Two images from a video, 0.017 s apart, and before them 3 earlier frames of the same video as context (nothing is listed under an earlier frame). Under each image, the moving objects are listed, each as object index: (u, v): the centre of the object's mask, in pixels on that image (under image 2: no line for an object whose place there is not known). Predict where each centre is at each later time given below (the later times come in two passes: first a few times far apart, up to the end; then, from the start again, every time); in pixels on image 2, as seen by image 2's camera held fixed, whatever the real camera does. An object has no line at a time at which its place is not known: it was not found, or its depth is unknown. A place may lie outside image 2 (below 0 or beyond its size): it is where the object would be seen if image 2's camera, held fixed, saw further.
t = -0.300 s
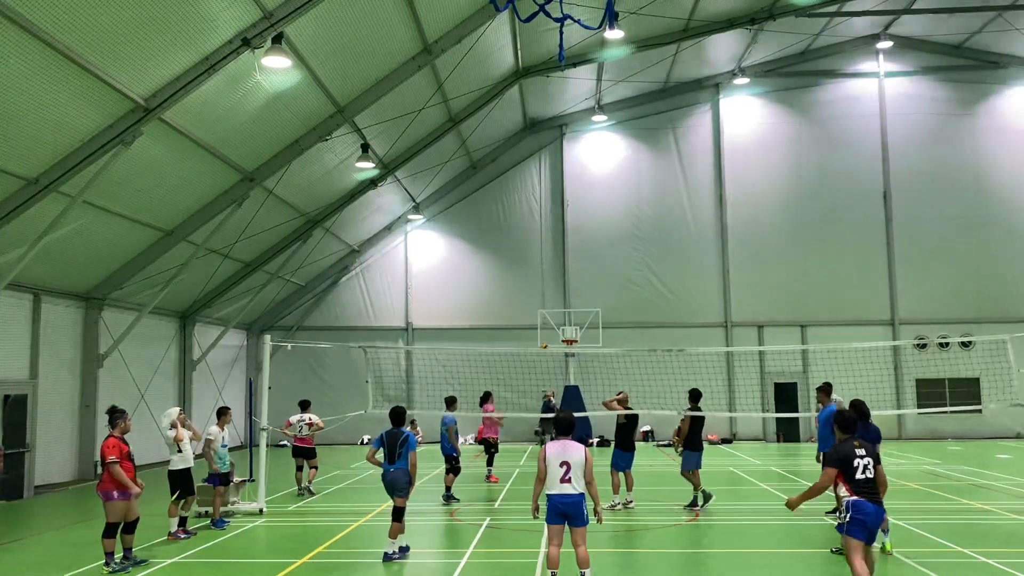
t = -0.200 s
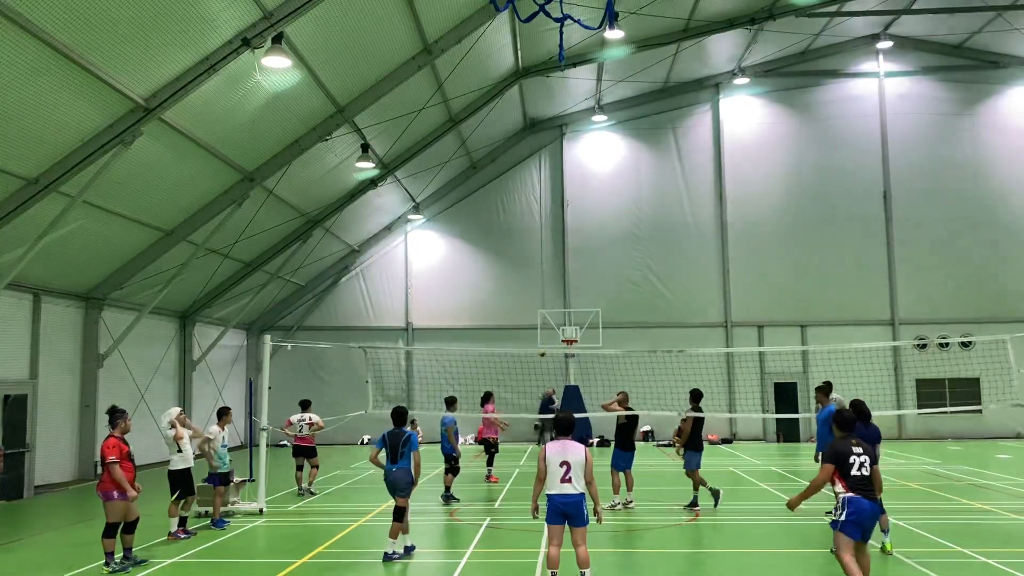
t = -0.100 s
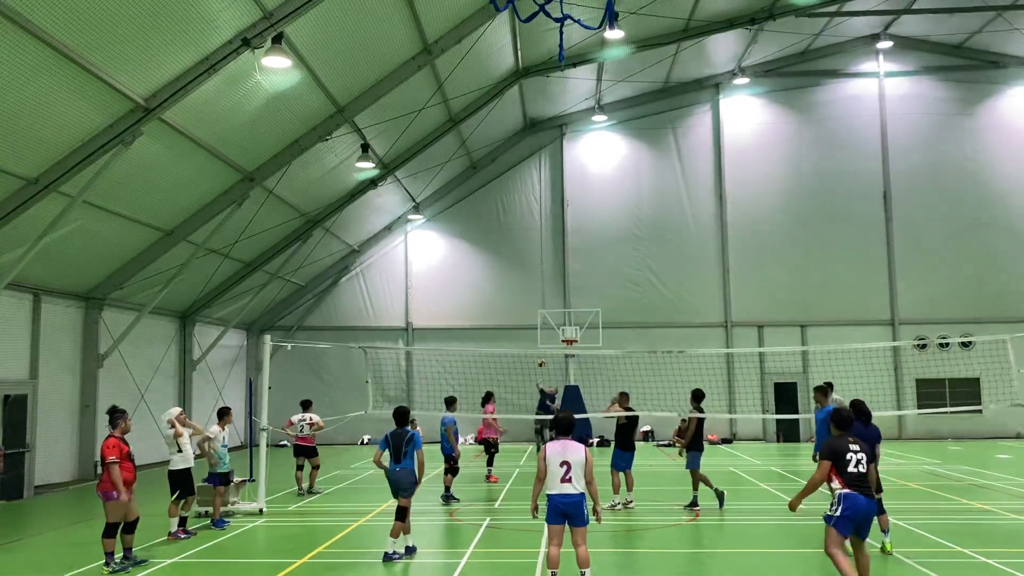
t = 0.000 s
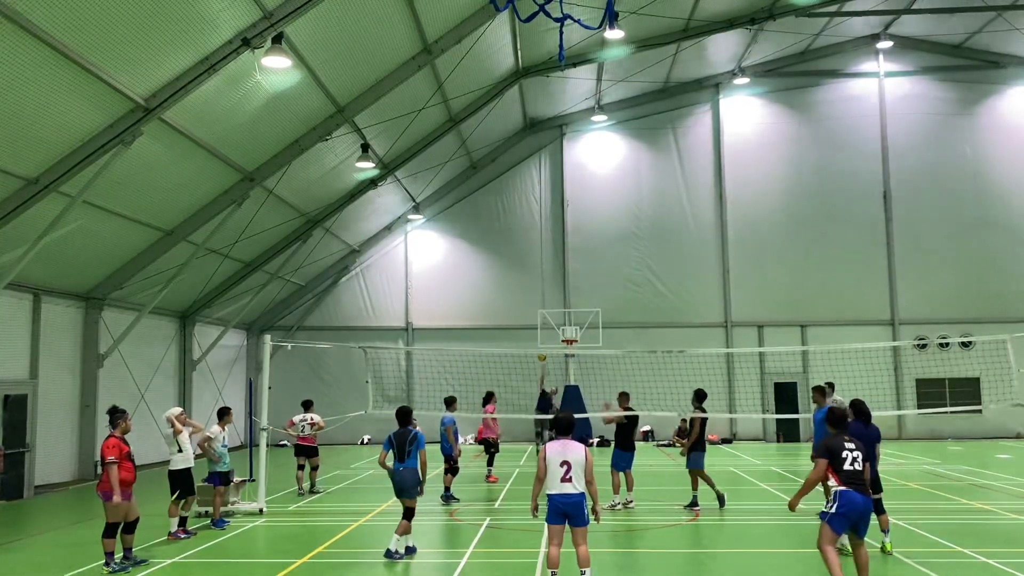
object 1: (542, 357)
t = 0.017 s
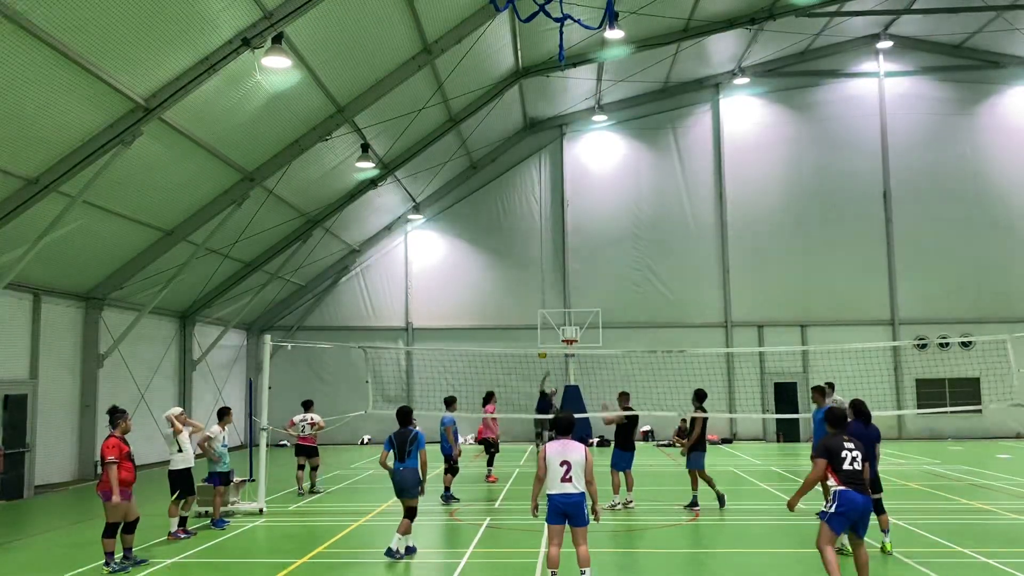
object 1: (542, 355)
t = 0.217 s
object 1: (551, 323)
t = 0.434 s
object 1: (567, 299)
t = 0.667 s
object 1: (586, 303)
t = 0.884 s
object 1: (616, 350)
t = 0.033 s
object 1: (543, 350)
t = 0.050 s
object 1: (544, 346)
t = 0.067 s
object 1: (544, 345)
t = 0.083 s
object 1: (545, 342)
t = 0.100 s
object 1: (546, 339)
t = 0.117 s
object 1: (546, 337)
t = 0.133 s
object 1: (547, 334)
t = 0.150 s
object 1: (548, 332)
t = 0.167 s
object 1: (550, 329)
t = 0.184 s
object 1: (550, 328)
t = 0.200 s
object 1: (550, 325)
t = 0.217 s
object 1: (551, 323)
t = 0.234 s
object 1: (552, 320)
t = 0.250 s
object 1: (553, 318)
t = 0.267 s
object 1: (554, 316)
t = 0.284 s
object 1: (556, 313)
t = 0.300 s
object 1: (557, 311)
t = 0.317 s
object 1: (558, 309)
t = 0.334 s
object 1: (559, 308)
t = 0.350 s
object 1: (561, 306)
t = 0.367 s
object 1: (562, 304)
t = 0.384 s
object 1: (564, 303)
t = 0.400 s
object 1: (565, 301)
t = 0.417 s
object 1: (566, 300)
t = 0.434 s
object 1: (567, 299)
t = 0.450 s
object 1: (568, 298)
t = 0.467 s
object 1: (569, 297)
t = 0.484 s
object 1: (570, 297)
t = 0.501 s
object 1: (572, 297)
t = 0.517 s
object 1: (574, 296)
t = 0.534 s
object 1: (575, 297)
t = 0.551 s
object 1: (576, 296)
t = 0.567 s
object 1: (577, 297)
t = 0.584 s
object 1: (579, 297)
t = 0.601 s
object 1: (580, 298)
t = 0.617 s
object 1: (582, 299)
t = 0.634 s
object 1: (583, 300)
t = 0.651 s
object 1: (585, 301)
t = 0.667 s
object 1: (586, 303)
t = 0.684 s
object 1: (589, 305)
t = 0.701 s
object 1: (590, 307)
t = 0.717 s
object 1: (592, 309)
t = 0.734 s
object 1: (594, 312)
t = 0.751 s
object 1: (595, 315)
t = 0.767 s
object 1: (597, 317)
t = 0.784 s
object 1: (600, 321)
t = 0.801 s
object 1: (603, 325)
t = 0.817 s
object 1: (606, 330)
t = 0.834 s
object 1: (608, 334)
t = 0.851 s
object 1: (611, 340)
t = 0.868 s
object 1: (614, 345)
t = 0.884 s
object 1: (616, 350)
